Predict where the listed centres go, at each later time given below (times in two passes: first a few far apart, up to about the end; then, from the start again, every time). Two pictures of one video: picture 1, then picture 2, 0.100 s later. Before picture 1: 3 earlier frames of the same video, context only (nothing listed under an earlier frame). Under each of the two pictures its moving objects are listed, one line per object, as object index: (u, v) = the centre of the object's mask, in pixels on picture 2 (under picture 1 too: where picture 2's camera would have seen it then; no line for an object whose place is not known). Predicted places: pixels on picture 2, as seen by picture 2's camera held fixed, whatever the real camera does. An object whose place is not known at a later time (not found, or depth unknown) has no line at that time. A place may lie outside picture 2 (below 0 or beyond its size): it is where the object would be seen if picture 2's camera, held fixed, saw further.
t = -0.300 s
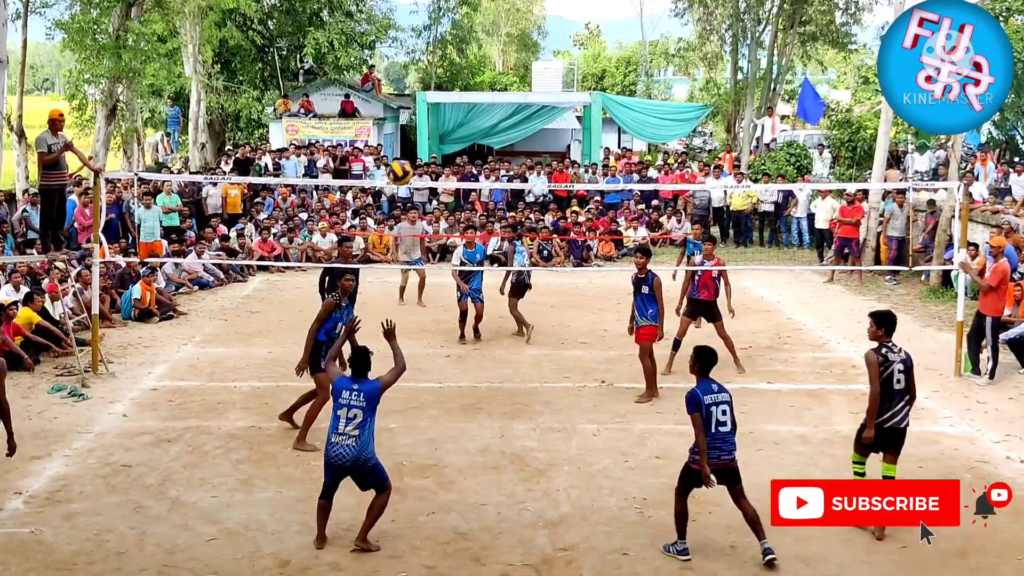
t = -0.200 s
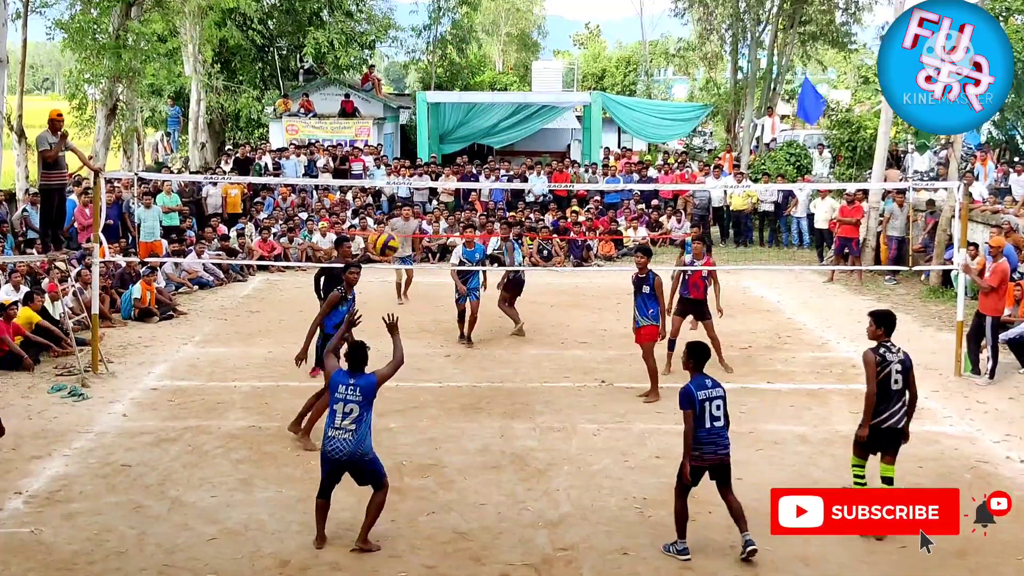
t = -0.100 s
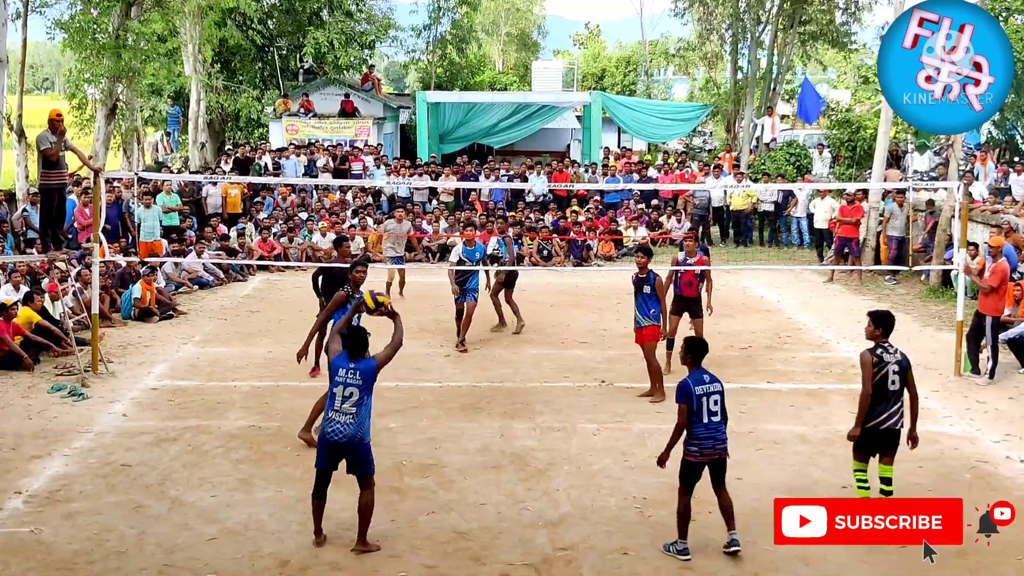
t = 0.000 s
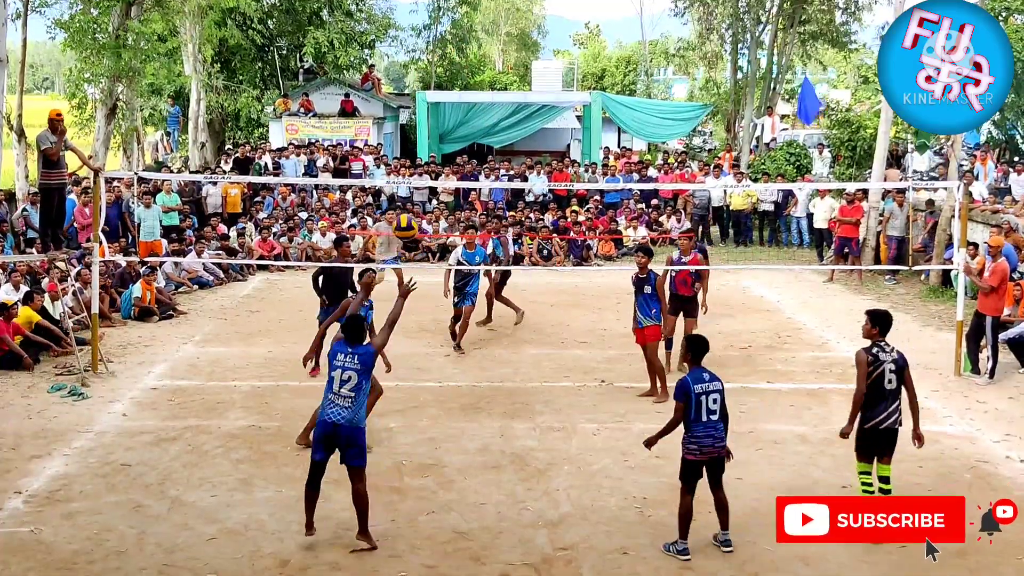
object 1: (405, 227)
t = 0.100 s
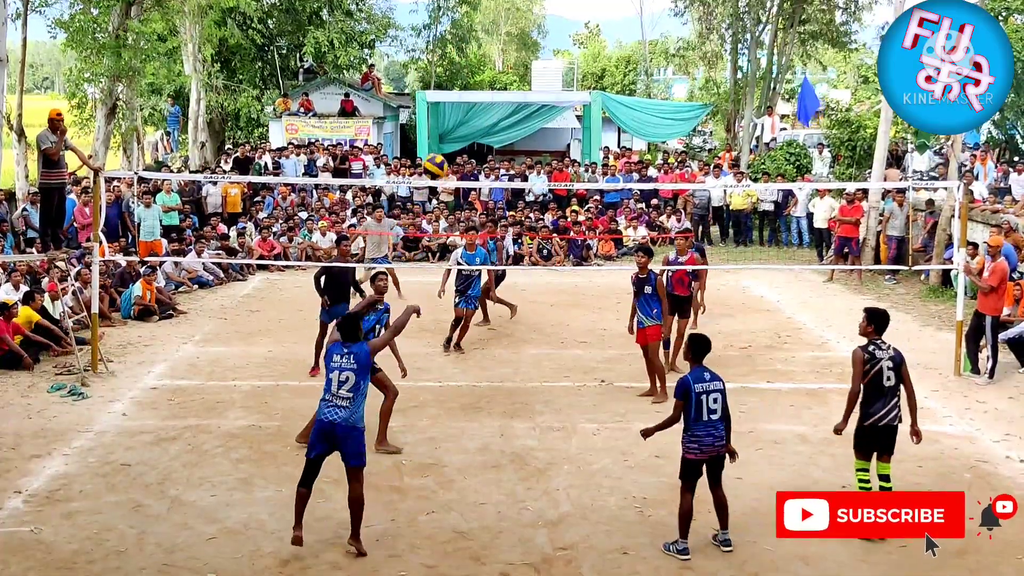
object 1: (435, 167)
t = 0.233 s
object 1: (471, 112)
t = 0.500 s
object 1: (532, 68)
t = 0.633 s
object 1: (559, 76)
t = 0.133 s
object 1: (444, 150)
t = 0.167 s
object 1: (453, 136)
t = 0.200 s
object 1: (462, 123)
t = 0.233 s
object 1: (471, 112)
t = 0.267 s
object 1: (479, 101)
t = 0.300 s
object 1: (487, 92)
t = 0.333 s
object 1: (496, 85)
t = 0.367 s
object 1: (503, 79)
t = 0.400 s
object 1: (510, 75)
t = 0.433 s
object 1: (518, 71)
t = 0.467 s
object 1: (525, 69)
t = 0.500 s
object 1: (532, 68)
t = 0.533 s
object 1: (539, 68)
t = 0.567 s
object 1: (546, 70)
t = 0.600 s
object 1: (553, 73)
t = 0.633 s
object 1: (559, 76)
